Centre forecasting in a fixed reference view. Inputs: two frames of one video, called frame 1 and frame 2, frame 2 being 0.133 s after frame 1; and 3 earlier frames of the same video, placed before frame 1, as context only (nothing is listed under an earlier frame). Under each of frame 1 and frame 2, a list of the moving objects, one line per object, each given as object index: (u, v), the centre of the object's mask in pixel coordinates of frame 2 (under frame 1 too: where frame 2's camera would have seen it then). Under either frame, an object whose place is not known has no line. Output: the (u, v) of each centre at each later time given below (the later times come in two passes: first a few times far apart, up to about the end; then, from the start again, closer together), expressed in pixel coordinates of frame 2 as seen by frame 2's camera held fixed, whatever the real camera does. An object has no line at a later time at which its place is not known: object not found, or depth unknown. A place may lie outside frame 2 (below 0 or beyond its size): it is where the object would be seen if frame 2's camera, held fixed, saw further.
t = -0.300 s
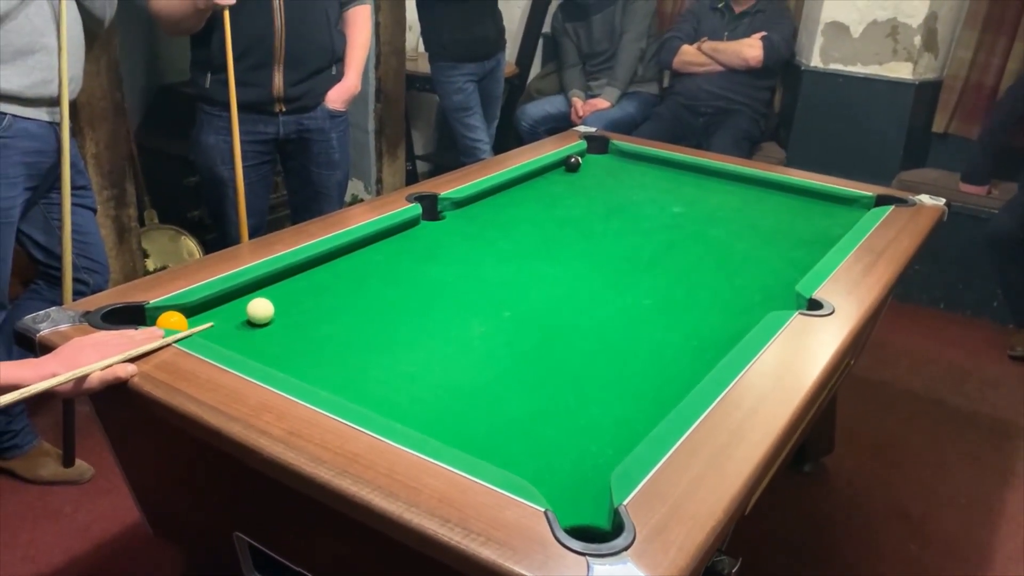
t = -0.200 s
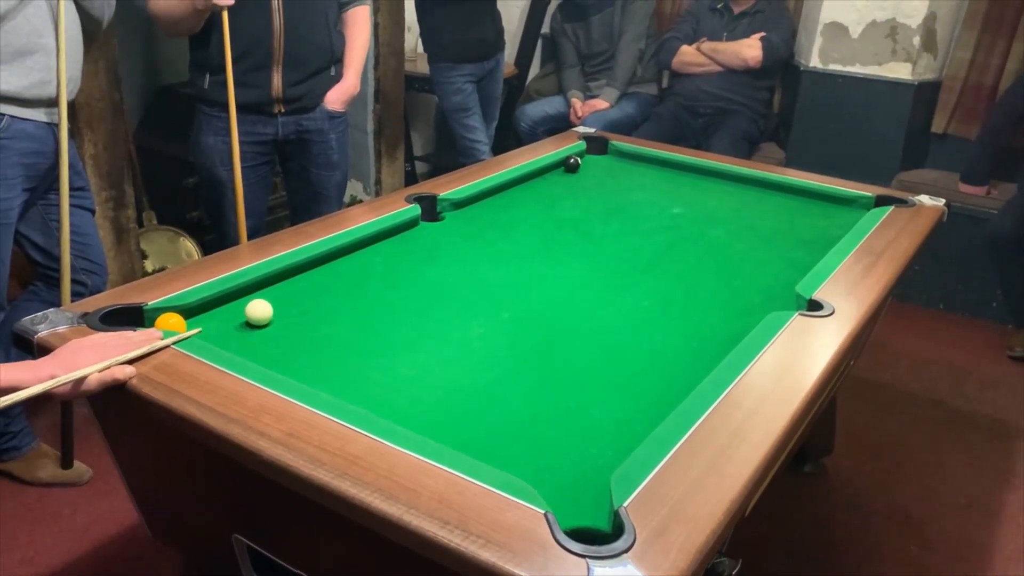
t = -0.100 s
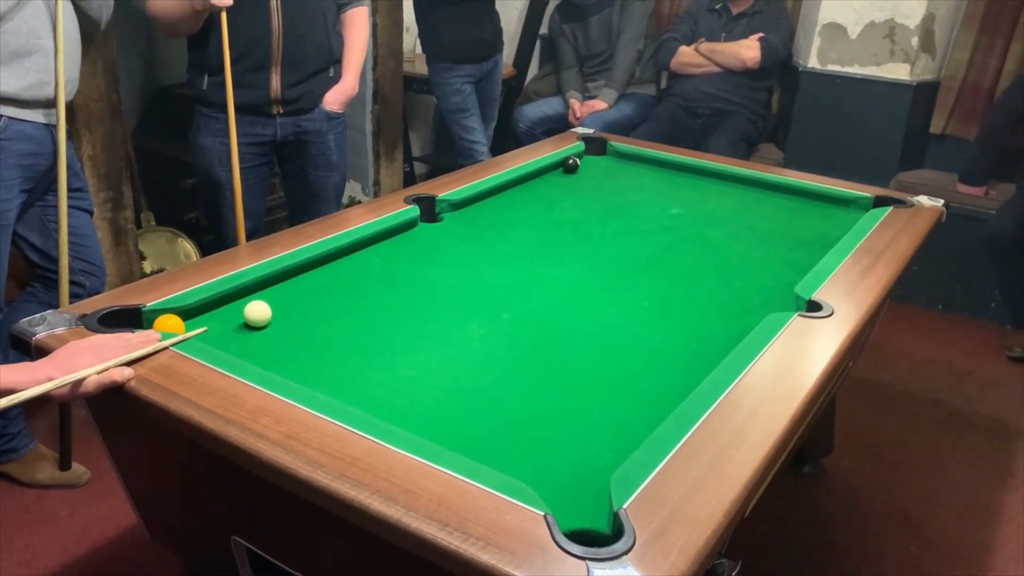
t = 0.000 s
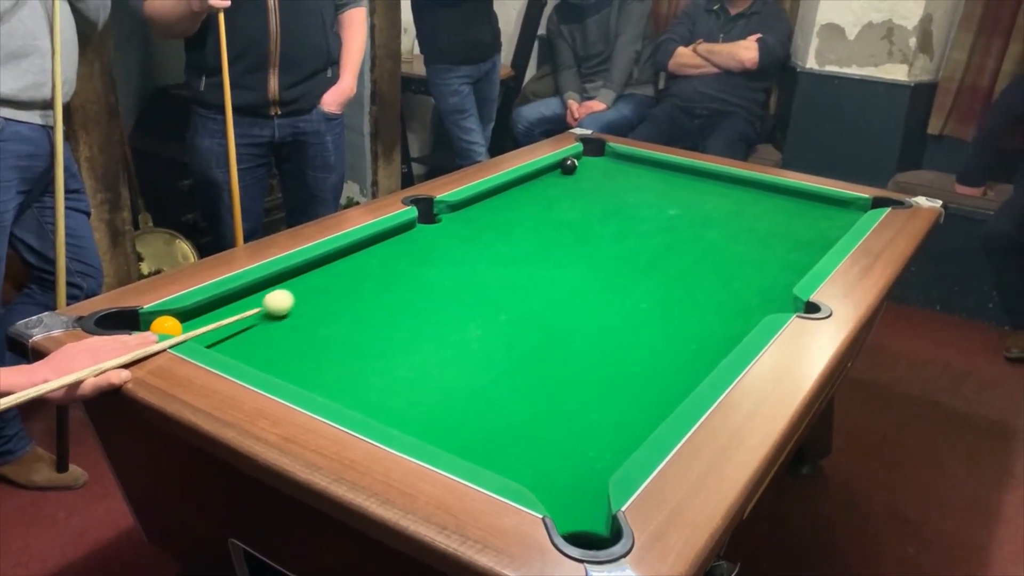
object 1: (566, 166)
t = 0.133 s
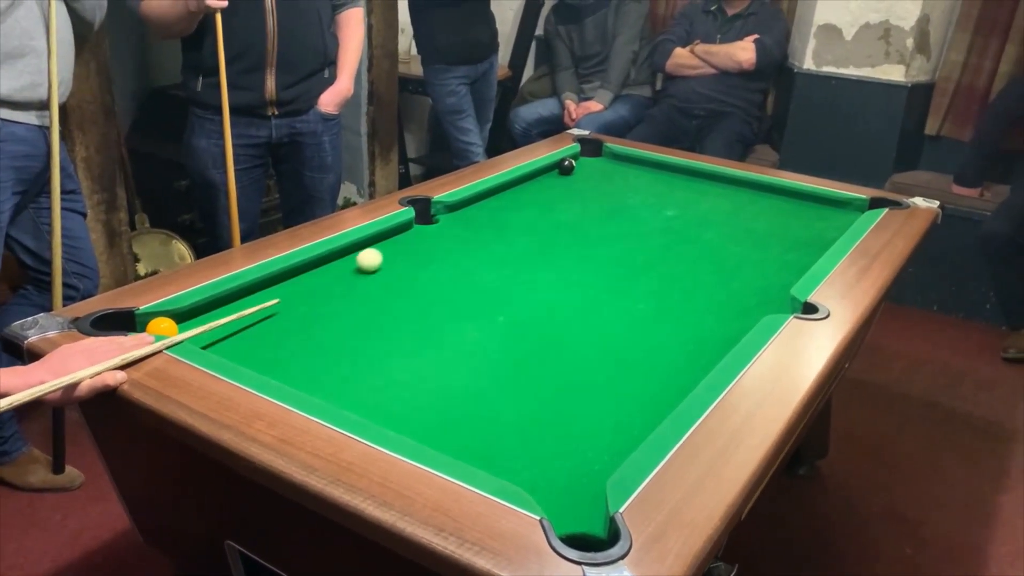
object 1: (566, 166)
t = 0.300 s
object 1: (566, 166)
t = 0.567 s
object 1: (566, 166)
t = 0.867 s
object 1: (597, 153)
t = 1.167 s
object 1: (627, 161)
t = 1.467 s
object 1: (646, 170)
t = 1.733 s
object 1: (661, 177)
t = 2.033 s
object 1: (676, 184)
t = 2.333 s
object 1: (688, 190)
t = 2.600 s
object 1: (696, 194)
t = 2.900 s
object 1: (702, 198)
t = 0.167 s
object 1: (566, 166)
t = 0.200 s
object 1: (566, 166)
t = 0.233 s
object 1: (566, 166)
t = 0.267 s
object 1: (566, 166)
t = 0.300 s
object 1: (566, 166)
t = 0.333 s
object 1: (566, 166)
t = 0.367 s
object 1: (566, 166)
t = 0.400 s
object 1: (566, 166)
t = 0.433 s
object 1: (566, 166)
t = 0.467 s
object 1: (566, 166)
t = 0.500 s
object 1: (566, 166)
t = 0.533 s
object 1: (566, 166)
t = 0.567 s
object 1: (566, 166)
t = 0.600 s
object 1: (570, 165)
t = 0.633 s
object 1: (578, 162)
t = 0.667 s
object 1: (586, 159)
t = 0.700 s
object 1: (593, 156)
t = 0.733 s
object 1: (599, 153)
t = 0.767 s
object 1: (601, 152)
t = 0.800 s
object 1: (593, 152)
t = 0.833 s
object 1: (591, 152)
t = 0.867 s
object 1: (597, 153)
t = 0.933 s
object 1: (608, 154)
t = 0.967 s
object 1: (612, 156)
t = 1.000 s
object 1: (615, 157)
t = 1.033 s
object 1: (617, 158)
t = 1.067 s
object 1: (619, 158)
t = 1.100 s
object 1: (621, 159)
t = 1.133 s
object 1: (624, 160)
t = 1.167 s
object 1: (627, 161)
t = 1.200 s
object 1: (629, 162)
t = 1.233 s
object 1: (631, 163)
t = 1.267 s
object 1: (633, 165)
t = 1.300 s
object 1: (635, 165)
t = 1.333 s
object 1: (637, 166)
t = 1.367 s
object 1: (640, 167)
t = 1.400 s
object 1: (642, 168)
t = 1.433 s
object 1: (644, 169)
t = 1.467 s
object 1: (646, 170)
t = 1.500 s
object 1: (648, 171)
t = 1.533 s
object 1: (650, 172)
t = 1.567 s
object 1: (652, 173)
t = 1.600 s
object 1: (653, 174)
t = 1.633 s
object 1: (656, 174)
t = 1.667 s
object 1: (657, 175)
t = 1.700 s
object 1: (659, 176)
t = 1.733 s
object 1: (661, 177)
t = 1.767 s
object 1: (663, 178)
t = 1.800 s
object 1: (664, 179)
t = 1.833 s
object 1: (666, 180)
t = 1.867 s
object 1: (668, 180)
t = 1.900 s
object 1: (669, 181)
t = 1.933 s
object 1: (671, 182)
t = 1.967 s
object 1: (673, 183)
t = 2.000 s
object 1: (674, 183)
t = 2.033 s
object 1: (676, 184)
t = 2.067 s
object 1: (677, 185)
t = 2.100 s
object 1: (679, 186)
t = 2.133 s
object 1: (680, 186)
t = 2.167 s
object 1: (681, 187)
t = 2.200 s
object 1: (683, 188)
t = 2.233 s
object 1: (684, 188)
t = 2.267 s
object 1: (685, 189)
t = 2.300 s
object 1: (686, 189)
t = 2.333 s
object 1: (688, 190)
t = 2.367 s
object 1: (689, 191)
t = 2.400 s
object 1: (690, 191)
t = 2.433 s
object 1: (691, 192)
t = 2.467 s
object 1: (692, 192)
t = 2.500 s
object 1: (693, 193)
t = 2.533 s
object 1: (694, 193)
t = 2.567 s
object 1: (695, 194)
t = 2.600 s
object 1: (696, 194)
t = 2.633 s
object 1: (696, 194)
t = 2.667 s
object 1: (697, 195)
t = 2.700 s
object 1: (698, 195)
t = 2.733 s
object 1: (699, 196)
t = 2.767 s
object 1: (699, 196)
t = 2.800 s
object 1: (700, 197)
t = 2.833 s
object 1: (701, 197)
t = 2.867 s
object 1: (701, 197)
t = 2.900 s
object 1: (702, 198)
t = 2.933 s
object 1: (703, 198)
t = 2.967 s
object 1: (703, 198)
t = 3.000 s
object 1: (704, 199)
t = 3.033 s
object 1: (705, 199)
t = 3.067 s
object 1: (705, 199)
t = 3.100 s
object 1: (706, 199)
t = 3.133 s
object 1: (706, 199)
